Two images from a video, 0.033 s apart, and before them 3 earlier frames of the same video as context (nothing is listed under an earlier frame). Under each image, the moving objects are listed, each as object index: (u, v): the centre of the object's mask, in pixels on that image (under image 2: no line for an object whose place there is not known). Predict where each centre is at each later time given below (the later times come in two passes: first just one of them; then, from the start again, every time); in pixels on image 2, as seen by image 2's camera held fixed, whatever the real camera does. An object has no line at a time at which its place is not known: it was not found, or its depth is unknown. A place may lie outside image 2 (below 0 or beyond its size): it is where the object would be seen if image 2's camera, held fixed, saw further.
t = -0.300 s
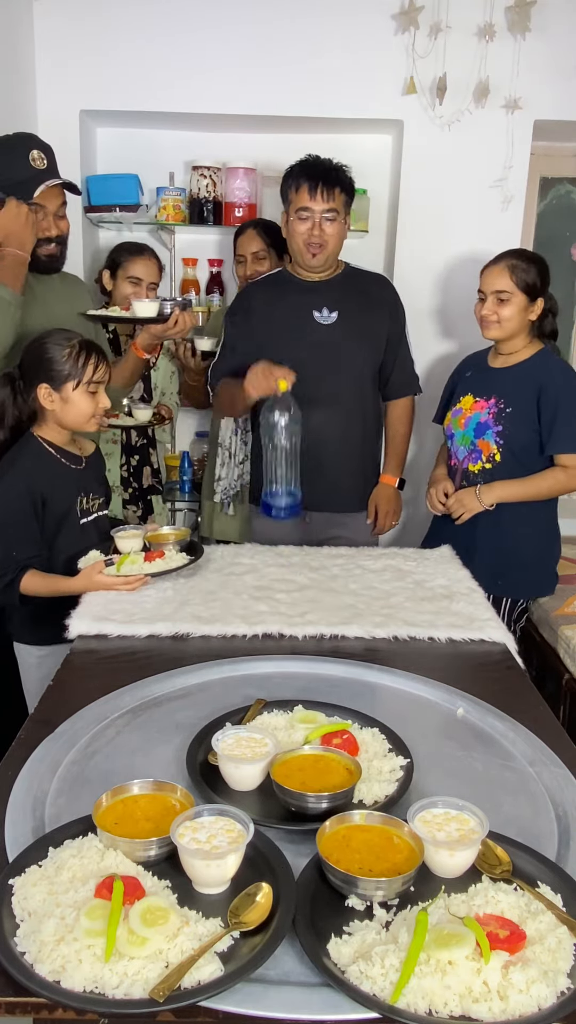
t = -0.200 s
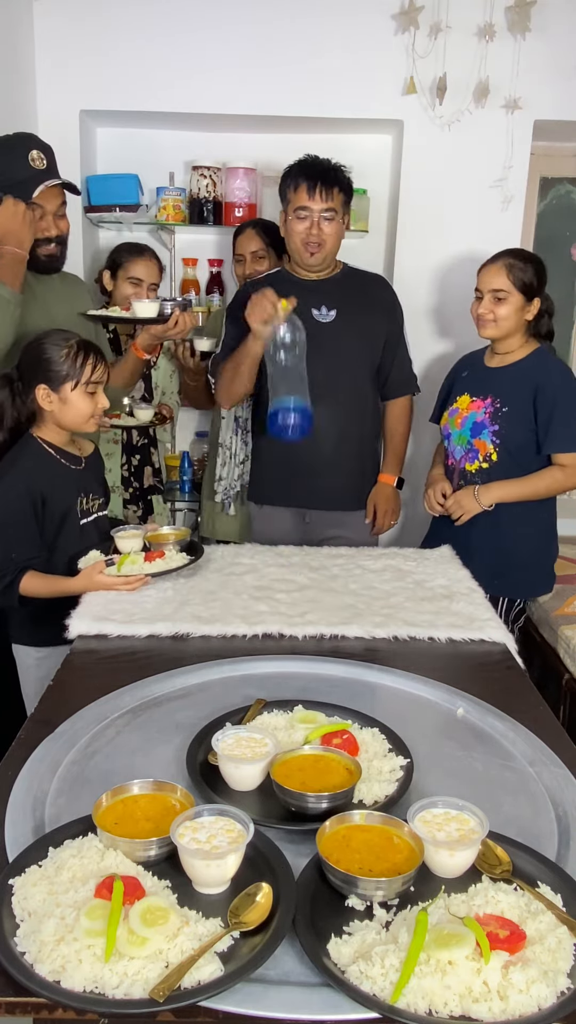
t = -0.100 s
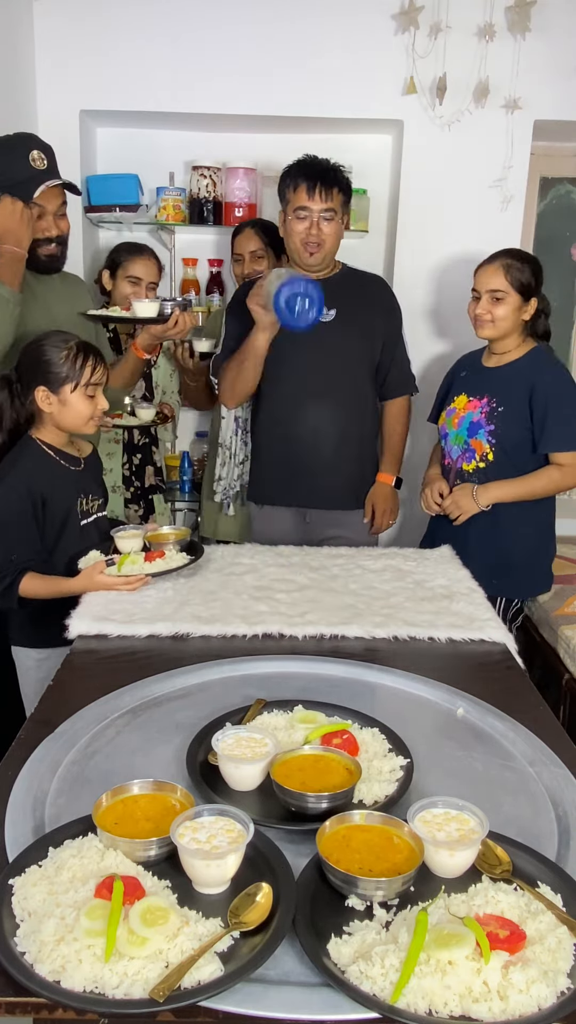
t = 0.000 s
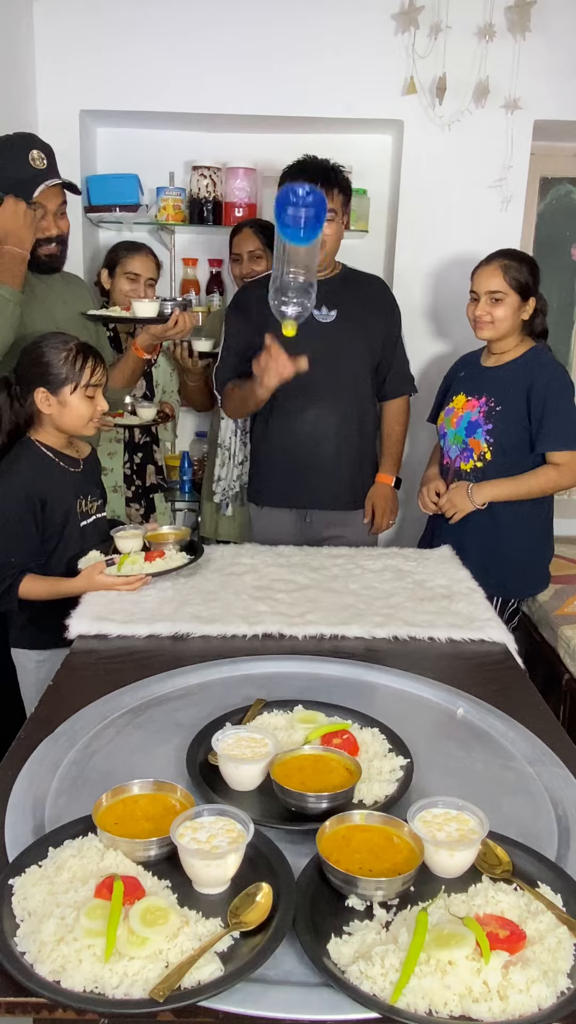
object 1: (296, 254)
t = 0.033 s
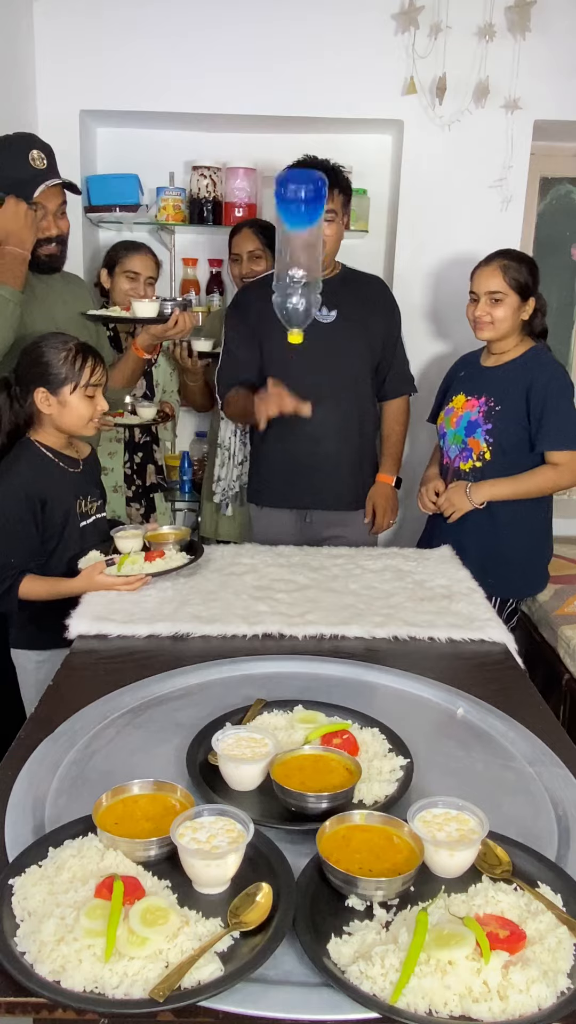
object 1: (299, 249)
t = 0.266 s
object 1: (306, 249)
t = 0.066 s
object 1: (301, 242)
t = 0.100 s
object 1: (304, 236)
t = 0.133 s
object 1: (306, 229)
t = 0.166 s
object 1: (307, 225)
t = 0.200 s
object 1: (308, 225)
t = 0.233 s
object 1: (309, 234)
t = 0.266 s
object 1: (306, 249)
